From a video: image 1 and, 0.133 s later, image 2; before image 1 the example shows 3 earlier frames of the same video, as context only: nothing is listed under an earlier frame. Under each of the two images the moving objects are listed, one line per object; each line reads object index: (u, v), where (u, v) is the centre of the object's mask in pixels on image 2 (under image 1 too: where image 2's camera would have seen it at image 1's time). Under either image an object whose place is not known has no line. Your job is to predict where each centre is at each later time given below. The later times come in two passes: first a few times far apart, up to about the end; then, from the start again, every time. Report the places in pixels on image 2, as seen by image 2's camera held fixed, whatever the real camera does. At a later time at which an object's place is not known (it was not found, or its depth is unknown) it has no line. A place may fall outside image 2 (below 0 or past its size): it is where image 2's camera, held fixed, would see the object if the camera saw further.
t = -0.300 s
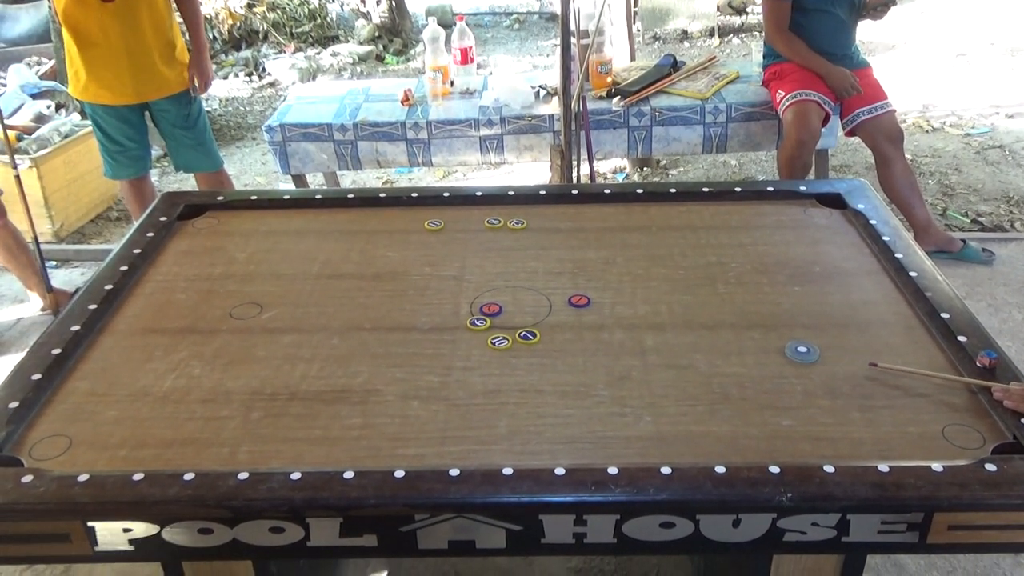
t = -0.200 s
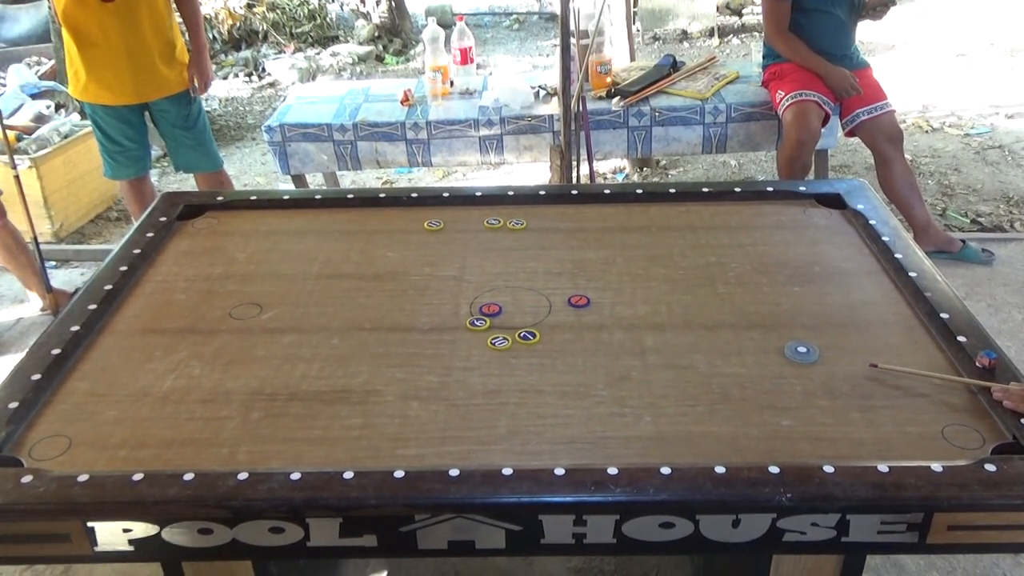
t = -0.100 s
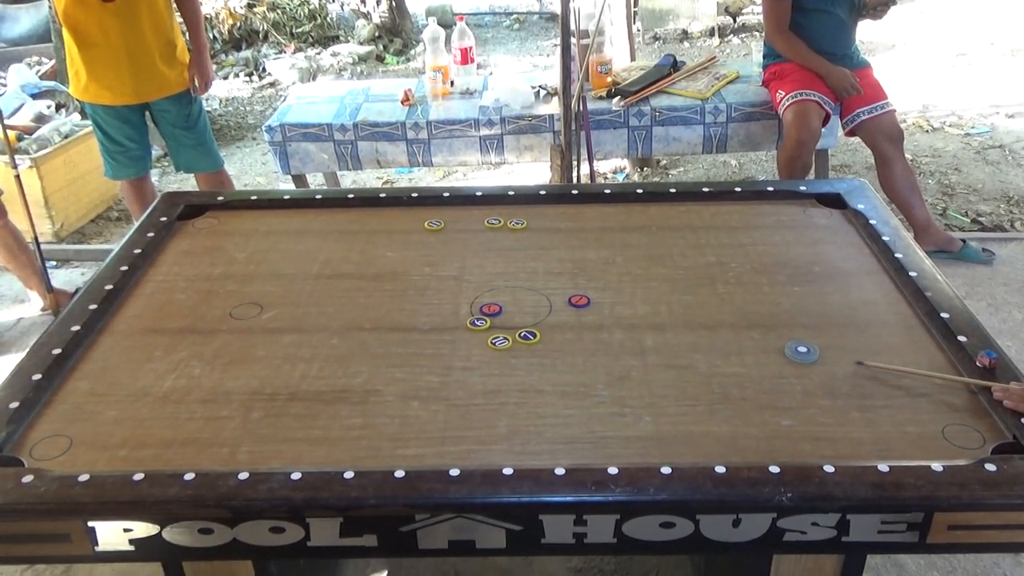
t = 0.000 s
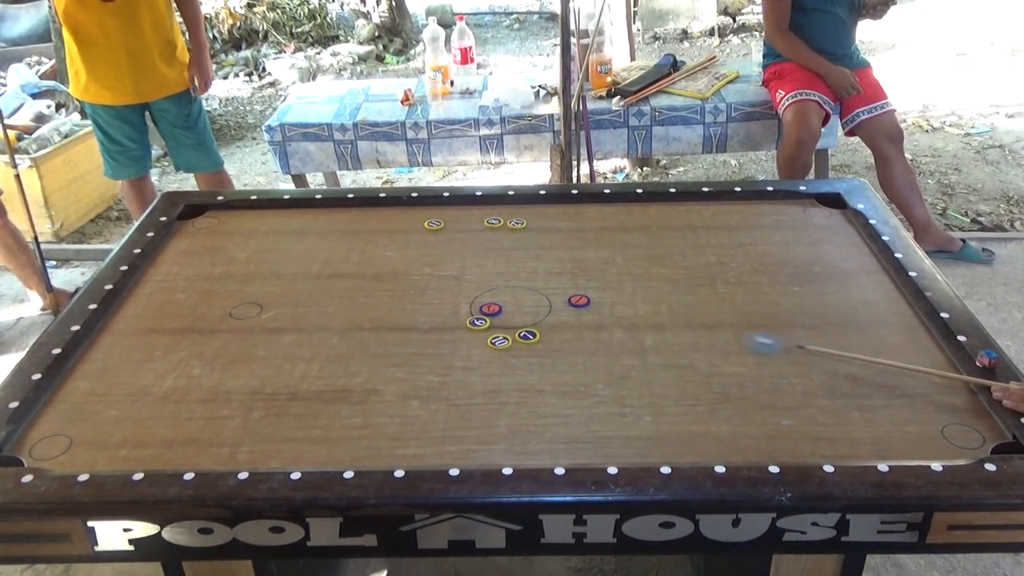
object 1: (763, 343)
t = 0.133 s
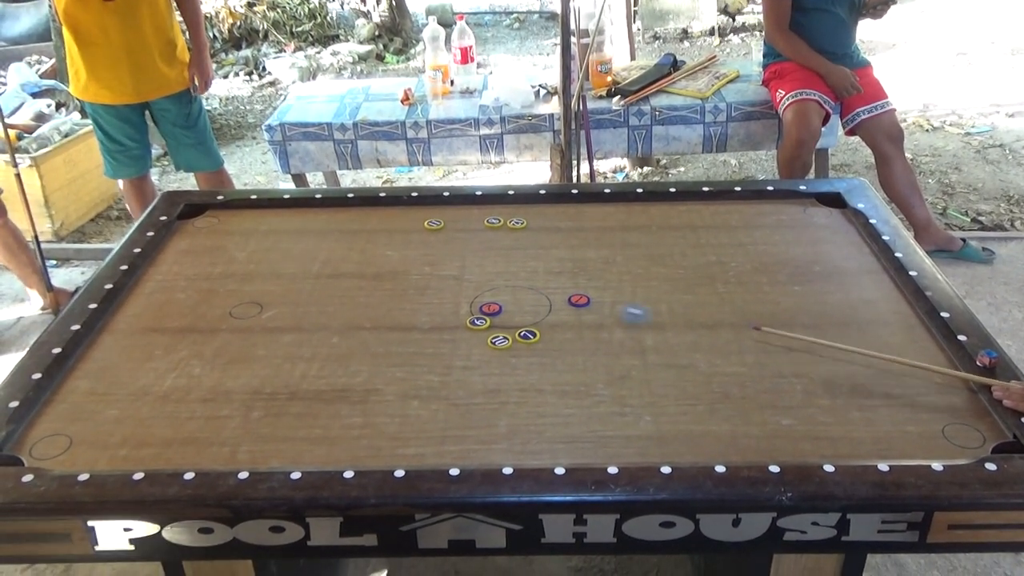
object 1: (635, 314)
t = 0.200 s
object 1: (588, 304)
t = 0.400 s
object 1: (505, 286)
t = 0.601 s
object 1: (434, 273)
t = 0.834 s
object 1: (374, 264)
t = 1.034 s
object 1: (359, 265)
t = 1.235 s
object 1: (365, 271)
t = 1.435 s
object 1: (365, 271)
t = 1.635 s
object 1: (365, 271)
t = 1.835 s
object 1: (365, 271)
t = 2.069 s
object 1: (365, 271)
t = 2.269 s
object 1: (365, 271)
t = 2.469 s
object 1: (365, 271)
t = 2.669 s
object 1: (365, 271)
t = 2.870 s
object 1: (365, 271)
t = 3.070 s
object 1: (365, 271)
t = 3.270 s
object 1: (365, 271)
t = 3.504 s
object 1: (365, 271)
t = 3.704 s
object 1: (365, 271)
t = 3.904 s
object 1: (365, 271)
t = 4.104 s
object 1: (365, 271)
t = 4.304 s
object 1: (365, 271)
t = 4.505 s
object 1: (365, 271)
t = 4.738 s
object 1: (365, 271)
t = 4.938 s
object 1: (365, 271)
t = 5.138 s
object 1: (365, 272)
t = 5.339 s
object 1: (365, 271)
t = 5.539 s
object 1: (365, 271)
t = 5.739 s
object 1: (366, 271)
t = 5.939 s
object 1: (365, 271)
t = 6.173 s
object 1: (366, 271)
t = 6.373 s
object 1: (366, 271)
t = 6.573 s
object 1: (365, 271)
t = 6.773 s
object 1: (365, 271)
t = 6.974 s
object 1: (365, 271)
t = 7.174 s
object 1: (365, 271)
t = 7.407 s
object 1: (365, 271)
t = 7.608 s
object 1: (365, 271)
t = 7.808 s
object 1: (365, 271)
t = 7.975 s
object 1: (365, 271)
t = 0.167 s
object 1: (606, 307)
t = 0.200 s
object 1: (588, 304)
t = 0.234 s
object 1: (573, 301)
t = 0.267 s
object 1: (558, 297)
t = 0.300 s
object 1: (544, 295)
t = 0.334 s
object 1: (528, 292)
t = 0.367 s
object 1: (516, 289)
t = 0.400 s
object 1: (505, 286)
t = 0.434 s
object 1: (491, 283)
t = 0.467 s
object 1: (479, 282)
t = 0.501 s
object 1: (467, 279)
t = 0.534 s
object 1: (455, 277)
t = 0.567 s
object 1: (446, 276)
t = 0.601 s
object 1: (434, 273)
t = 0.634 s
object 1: (424, 271)
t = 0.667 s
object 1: (415, 270)
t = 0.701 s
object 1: (406, 268)
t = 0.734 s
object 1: (398, 267)
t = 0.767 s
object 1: (390, 265)
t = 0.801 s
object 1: (382, 264)
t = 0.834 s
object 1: (374, 264)
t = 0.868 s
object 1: (366, 262)
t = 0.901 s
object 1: (360, 261)
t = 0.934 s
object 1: (355, 260)
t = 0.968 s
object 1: (357, 262)
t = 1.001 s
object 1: (358, 264)
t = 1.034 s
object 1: (359, 265)
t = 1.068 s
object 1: (360, 267)
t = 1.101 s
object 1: (361, 268)
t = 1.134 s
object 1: (363, 269)
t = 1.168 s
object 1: (363, 270)
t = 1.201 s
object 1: (364, 270)
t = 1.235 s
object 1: (365, 271)
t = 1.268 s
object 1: (365, 271)
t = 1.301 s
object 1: (365, 271)
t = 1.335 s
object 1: (365, 271)
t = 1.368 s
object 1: (365, 271)
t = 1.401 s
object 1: (365, 271)
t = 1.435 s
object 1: (365, 271)
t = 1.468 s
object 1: (365, 271)
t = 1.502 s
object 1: (365, 271)
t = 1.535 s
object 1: (365, 271)
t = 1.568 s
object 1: (365, 271)
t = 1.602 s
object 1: (365, 271)
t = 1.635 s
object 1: (365, 271)
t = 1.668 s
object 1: (365, 271)
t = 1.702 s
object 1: (365, 271)
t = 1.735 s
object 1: (365, 271)
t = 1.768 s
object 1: (365, 271)
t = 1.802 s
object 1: (365, 271)
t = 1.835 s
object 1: (365, 271)
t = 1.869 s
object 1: (365, 271)
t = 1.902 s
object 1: (365, 271)
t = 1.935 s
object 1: (365, 271)
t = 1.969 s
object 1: (365, 271)
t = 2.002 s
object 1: (365, 271)
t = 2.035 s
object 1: (365, 271)
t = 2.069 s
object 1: (365, 271)
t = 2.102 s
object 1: (365, 272)
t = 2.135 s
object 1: (365, 271)
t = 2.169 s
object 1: (365, 271)
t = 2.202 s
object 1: (365, 271)
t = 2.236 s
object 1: (365, 271)
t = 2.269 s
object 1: (365, 271)
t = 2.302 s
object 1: (365, 271)
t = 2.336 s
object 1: (365, 271)
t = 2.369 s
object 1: (365, 271)
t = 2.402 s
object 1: (365, 271)
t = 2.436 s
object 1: (365, 271)
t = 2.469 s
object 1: (365, 271)
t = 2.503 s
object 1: (365, 271)
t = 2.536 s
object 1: (365, 271)
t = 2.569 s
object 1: (365, 271)
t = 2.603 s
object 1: (365, 271)
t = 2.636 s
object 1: (365, 271)
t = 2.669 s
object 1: (365, 271)
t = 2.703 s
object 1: (365, 271)
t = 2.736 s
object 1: (365, 271)
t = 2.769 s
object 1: (365, 271)
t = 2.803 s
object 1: (365, 271)
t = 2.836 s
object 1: (365, 271)
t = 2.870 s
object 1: (365, 271)
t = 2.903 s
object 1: (365, 271)
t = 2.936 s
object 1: (365, 271)
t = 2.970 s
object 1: (365, 271)
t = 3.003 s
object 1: (365, 271)
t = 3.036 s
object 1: (365, 271)
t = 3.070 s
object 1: (365, 271)
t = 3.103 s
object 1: (365, 271)
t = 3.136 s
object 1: (365, 271)
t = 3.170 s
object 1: (365, 271)
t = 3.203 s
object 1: (365, 271)
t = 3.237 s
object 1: (365, 271)
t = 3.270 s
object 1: (365, 271)
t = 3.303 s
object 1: (365, 271)
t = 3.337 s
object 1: (365, 271)
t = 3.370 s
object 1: (365, 271)
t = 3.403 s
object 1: (365, 271)
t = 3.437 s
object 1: (365, 271)
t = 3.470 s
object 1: (365, 271)
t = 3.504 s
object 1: (365, 271)
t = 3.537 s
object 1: (365, 271)
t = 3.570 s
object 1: (365, 271)
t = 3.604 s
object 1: (365, 271)
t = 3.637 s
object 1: (365, 271)
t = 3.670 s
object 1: (365, 271)
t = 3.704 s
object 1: (365, 271)
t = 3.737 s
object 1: (365, 271)
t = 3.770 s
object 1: (365, 271)
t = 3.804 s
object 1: (365, 271)
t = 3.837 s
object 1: (365, 271)
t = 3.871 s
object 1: (365, 271)
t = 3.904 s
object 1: (365, 271)
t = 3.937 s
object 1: (365, 271)
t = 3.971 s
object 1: (365, 271)
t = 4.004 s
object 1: (365, 271)
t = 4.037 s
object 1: (365, 271)
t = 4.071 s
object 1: (365, 271)
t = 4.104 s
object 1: (365, 271)
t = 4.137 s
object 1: (365, 271)
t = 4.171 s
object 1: (365, 271)
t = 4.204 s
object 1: (366, 271)
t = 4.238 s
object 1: (365, 271)
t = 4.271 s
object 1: (365, 271)
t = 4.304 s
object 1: (365, 271)
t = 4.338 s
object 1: (365, 271)
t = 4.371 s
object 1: (365, 271)
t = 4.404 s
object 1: (366, 271)
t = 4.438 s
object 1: (365, 271)
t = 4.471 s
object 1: (365, 271)
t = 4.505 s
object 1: (365, 271)
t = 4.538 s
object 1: (365, 271)
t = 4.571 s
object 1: (366, 271)
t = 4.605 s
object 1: (365, 271)
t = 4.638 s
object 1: (365, 271)
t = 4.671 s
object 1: (365, 271)
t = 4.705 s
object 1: (365, 271)
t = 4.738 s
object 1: (365, 271)
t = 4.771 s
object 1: (365, 271)
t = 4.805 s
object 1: (365, 271)
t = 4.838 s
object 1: (365, 271)
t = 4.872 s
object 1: (365, 271)
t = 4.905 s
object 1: (365, 271)
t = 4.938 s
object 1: (365, 271)
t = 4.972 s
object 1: (365, 271)
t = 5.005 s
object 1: (365, 271)
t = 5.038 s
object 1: (365, 271)
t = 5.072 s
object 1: (365, 271)
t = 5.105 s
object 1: (365, 271)
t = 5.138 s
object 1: (365, 272)
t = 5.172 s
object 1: (365, 271)
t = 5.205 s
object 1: (365, 271)
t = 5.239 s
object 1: (365, 271)
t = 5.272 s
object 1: (365, 271)
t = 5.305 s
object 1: (365, 271)
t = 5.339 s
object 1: (365, 271)
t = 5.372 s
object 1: (365, 271)
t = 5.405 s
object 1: (365, 271)
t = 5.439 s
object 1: (365, 271)
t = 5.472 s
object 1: (365, 271)
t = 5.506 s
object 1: (365, 271)
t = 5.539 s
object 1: (365, 271)
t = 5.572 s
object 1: (365, 271)
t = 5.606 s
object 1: (366, 271)
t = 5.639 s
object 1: (366, 271)
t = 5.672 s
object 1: (365, 271)
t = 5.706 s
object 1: (365, 271)
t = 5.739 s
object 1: (366, 271)
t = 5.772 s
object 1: (365, 271)
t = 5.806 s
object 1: (366, 271)
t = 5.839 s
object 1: (366, 271)
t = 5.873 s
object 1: (365, 271)
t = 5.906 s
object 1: (366, 271)
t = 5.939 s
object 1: (365, 271)
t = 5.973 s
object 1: (366, 271)
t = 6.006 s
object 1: (365, 271)
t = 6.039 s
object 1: (366, 271)
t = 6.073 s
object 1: (366, 271)
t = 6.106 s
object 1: (365, 271)
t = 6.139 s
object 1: (366, 271)
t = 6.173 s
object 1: (366, 271)
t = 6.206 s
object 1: (365, 271)
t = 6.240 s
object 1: (366, 271)
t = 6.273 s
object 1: (365, 271)
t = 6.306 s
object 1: (365, 271)
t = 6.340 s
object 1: (366, 271)
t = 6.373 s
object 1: (366, 271)
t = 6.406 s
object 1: (366, 271)
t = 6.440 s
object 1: (366, 271)
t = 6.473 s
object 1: (365, 271)
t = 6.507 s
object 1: (365, 271)
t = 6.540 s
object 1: (365, 271)
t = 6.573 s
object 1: (365, 271)
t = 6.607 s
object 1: (365, 271)
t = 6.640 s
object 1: (365, 271)
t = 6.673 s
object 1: (365, 271)
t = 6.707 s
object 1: (365, 271)
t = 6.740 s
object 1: (365, 271)
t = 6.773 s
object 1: (365, 271)
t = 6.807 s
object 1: (365, 271)
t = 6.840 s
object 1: (365, 271)
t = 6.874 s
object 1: (365, 271)
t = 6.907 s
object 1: (365, 271)
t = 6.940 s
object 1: (365, 271)
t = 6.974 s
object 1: (365, 271)
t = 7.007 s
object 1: (365, 271)
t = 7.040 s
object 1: (365, 271)
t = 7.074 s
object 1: (365, 271)
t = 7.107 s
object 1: (365, 271)
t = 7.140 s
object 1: (365, 271)
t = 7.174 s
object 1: (365, 271)
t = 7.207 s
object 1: (365, 271)
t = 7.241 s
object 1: (365, 271)
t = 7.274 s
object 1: (365, 271)
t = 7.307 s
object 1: (365, 271)
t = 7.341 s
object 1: (365, 272)
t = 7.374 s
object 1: (365, 271)
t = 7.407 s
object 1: (365, 271)
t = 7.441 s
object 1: (365, 271)
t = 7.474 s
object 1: (365, 271)
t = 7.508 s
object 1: (365, 271)
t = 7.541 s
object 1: (365, 271)
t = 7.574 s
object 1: (365, 271)
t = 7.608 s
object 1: (365, 271)
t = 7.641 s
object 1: (365, 271)
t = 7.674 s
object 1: (365, 271)
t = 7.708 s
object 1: (365, 271)
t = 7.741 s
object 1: (365, 271)
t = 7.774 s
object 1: (365, 271)
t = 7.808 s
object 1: (365, 271)
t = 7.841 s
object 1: (365, 271)
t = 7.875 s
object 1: (365, 272)
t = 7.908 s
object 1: (365, 271)
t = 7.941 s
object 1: (365, 271)
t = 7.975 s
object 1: (365, 271)
